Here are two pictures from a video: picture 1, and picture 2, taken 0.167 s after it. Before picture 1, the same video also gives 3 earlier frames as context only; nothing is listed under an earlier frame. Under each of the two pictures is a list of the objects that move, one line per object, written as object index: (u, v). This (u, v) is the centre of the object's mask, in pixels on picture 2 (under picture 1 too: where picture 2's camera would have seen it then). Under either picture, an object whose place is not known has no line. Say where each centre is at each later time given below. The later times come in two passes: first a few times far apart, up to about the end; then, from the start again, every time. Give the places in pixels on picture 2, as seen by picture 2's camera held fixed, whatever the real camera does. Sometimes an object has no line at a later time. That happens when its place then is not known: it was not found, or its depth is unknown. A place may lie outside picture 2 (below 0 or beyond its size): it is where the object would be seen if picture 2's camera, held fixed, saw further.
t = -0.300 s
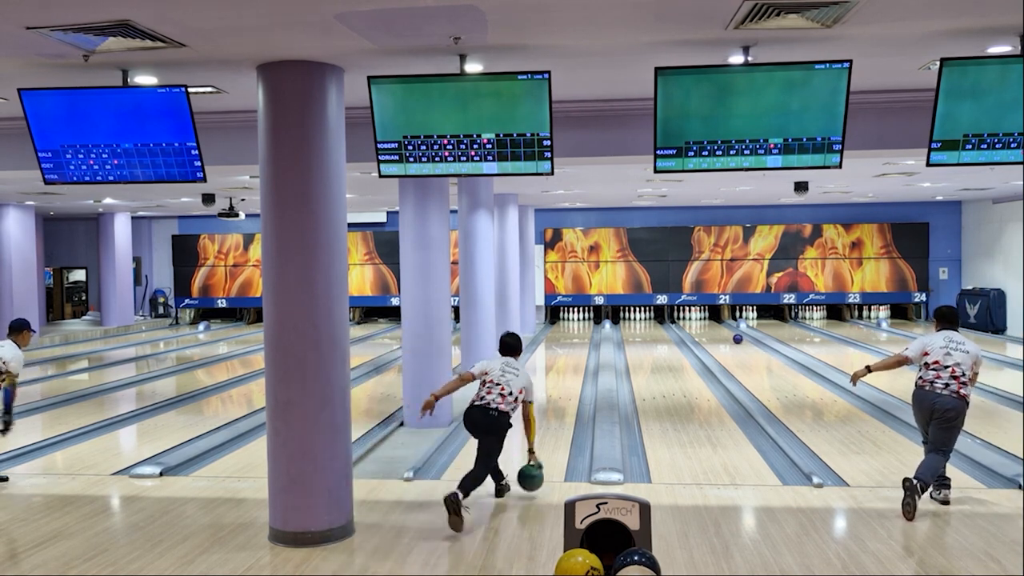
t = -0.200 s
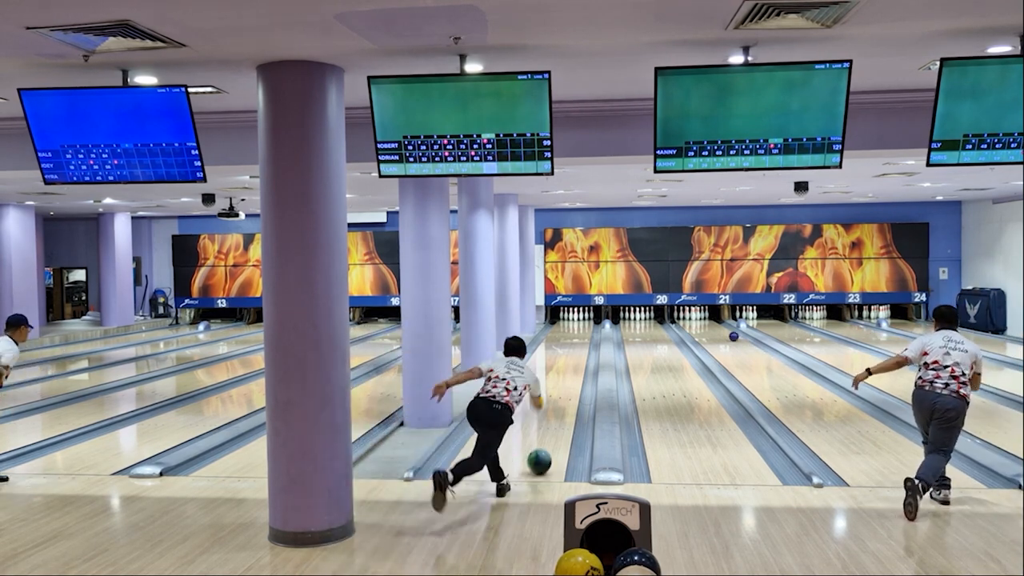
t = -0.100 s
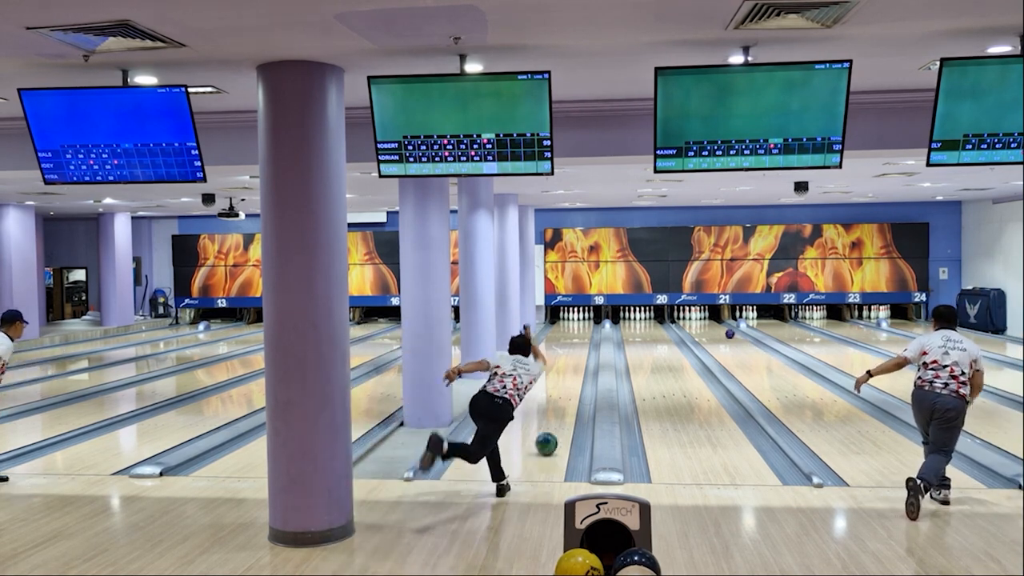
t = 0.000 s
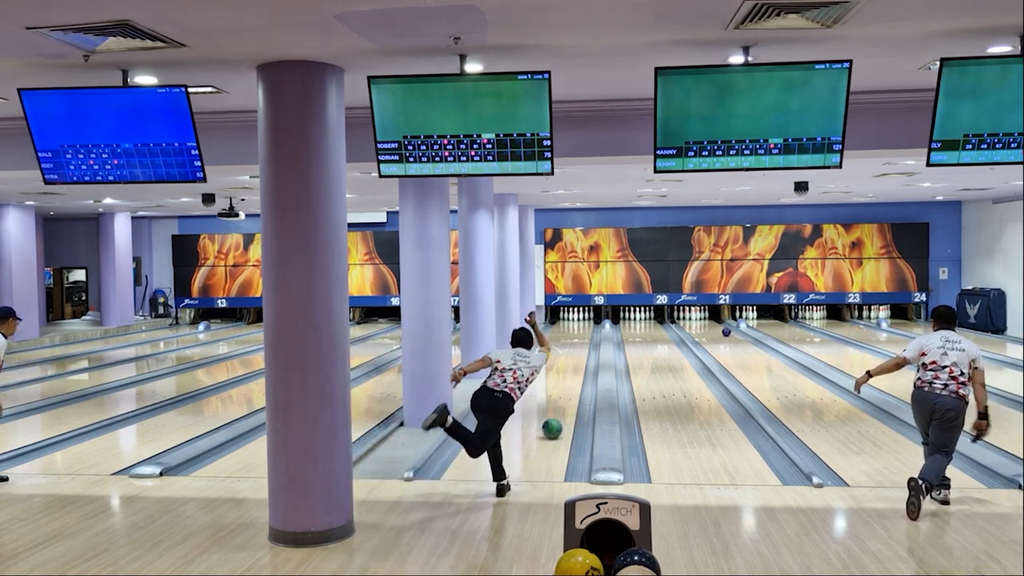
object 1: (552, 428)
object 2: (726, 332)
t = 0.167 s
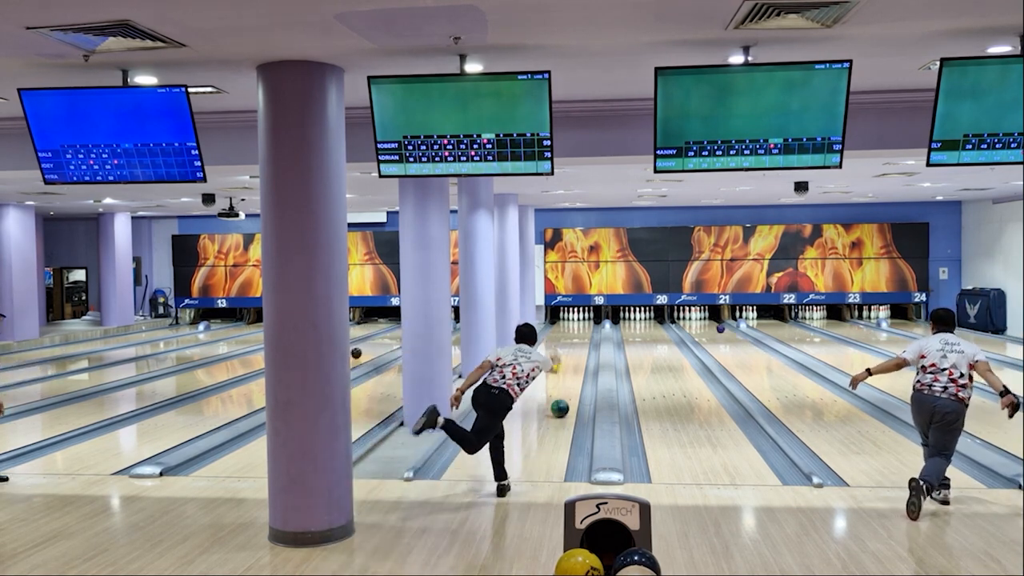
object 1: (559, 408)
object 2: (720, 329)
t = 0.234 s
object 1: (562, 402)
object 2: (718, 327)
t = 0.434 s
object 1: (568, 384)
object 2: (712, 324)
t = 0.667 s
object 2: (705, 320)
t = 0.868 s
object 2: (699, 317)
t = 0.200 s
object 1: (561, 405)
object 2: (719, 328)
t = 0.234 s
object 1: (562, 402)
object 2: (718, 327)
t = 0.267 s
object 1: (566, 397)
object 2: (717, 327)
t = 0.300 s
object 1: (565, 395)
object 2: (716, 326)
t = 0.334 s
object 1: (566, 392)
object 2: (715, 325)
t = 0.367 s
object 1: (567, 389)
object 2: (714, 325)
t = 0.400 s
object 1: (568, 387)
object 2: (712, 324)
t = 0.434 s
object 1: (568, 384)
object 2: (712, 324)
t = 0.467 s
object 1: (569, 382)
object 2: (711, 323)
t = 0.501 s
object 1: (570, 379)
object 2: (710, 323)
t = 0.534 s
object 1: (571, 377)
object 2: (708, 322)
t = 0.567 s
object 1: (572, 375)
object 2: (707, 322)
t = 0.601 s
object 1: (572, 373)
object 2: (707, 321)
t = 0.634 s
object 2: (706, 321)
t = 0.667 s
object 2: (705, 320)
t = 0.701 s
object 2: (703, 320)
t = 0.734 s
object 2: (702, 319)
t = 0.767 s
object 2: (702, 319)
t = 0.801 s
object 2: (701, 318)
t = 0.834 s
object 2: (700, 318)
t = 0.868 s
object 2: (699, 317)
